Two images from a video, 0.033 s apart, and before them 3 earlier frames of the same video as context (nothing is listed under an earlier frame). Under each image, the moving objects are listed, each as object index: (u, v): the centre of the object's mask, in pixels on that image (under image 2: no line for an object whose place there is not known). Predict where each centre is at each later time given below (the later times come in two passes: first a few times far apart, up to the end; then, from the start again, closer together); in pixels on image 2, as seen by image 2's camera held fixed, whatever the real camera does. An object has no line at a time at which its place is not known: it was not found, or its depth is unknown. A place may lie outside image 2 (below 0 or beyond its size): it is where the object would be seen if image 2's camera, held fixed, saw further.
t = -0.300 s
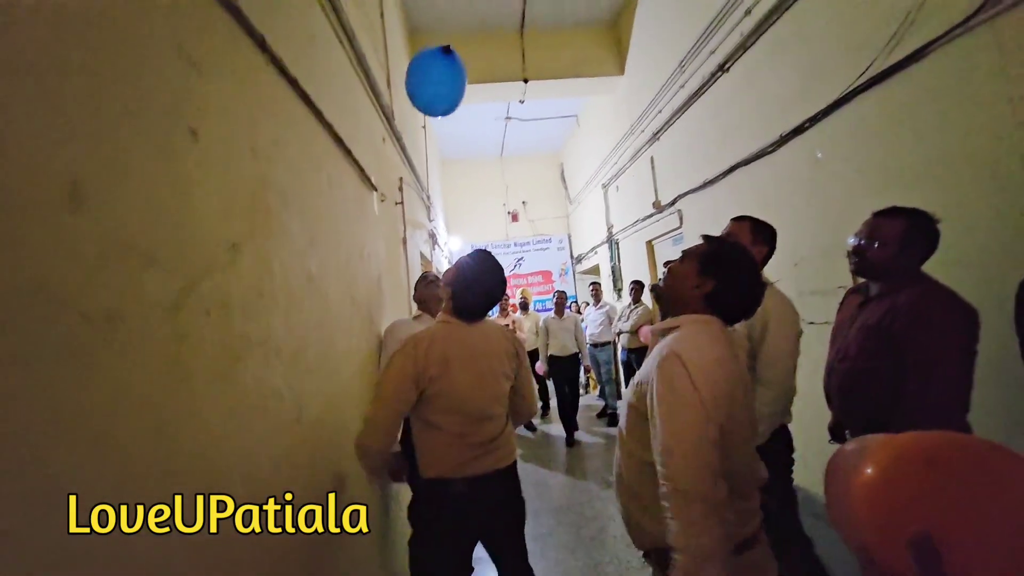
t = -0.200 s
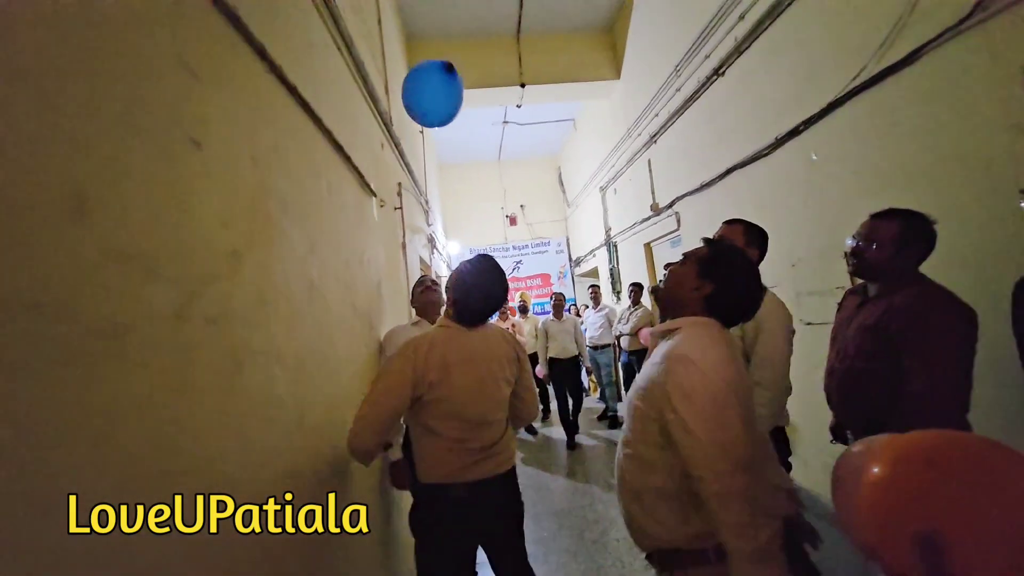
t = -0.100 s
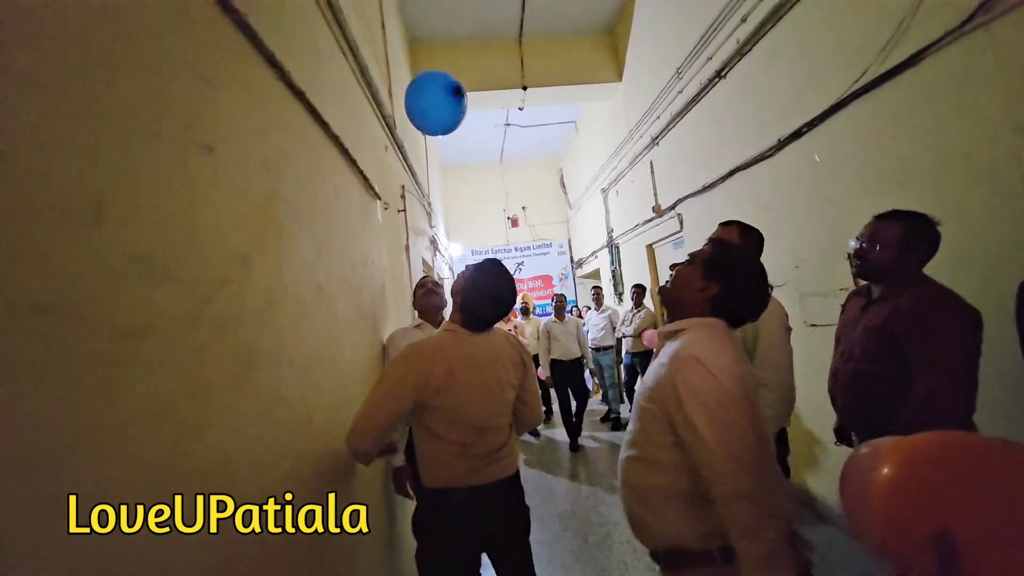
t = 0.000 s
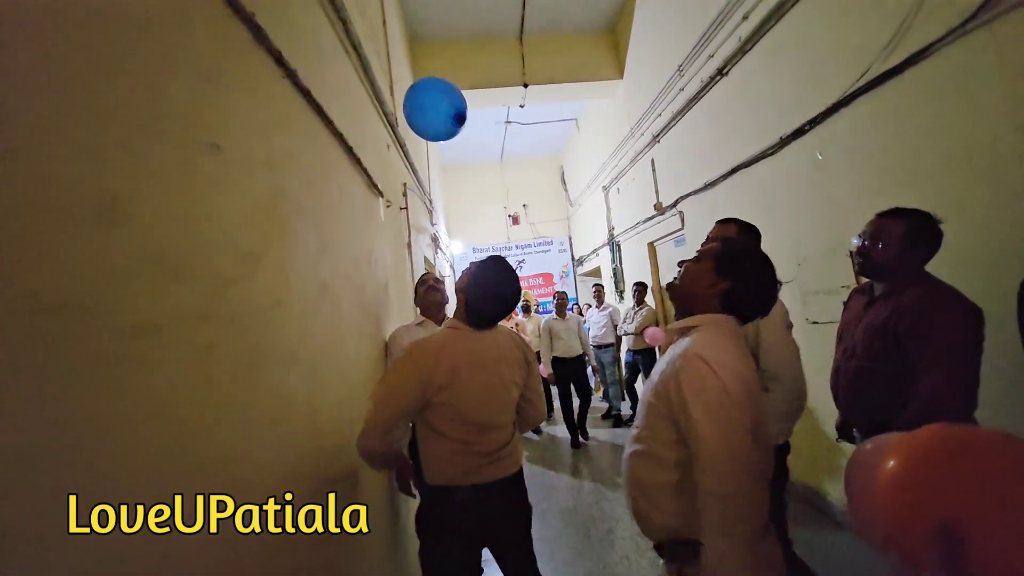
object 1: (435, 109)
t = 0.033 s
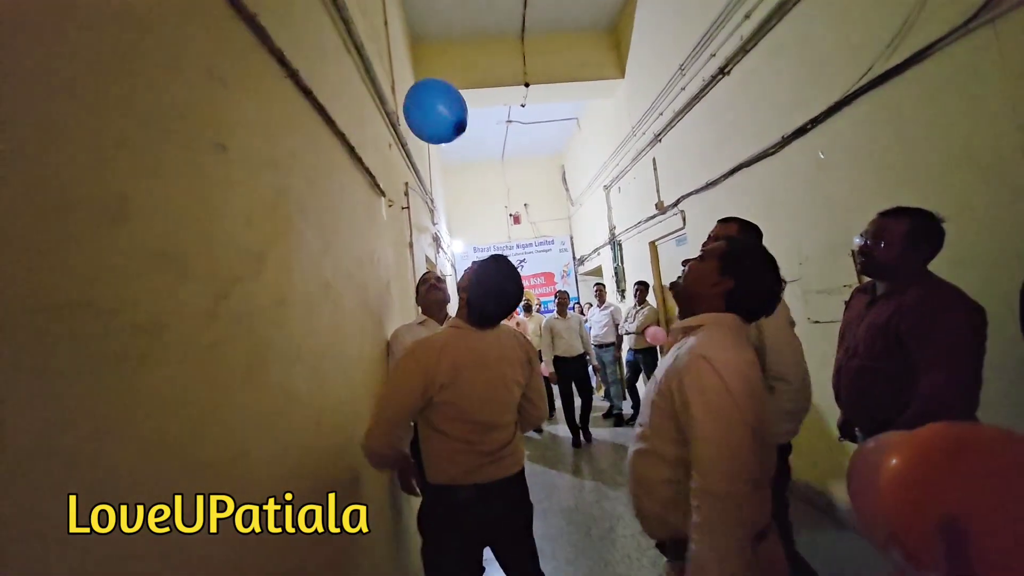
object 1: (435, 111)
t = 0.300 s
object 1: (419, 150)
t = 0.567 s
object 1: (410, 193)
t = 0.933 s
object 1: (404, 234)
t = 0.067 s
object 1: (434, 115)
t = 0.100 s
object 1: (433, 119)
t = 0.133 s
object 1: (431, 124)
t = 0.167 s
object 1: (429, 129)
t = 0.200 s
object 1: (428, 134)
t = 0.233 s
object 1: (425, 139)
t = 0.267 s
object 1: (422, 144)
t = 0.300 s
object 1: (419, 150)
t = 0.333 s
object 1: (417, 156)
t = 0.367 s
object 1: (414, 162)
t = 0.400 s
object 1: (413, 167)
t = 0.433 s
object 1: (412, 172)
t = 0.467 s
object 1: (411, 177)
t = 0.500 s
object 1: (411, 182)
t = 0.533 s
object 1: (411, 188)
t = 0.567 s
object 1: (410, 193)
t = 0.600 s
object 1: (411, 199)
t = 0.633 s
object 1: (411, 205)
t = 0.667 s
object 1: (413, 211)
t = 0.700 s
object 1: (413, 217)
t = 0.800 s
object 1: (417, 235)
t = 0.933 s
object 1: (404, 234)
